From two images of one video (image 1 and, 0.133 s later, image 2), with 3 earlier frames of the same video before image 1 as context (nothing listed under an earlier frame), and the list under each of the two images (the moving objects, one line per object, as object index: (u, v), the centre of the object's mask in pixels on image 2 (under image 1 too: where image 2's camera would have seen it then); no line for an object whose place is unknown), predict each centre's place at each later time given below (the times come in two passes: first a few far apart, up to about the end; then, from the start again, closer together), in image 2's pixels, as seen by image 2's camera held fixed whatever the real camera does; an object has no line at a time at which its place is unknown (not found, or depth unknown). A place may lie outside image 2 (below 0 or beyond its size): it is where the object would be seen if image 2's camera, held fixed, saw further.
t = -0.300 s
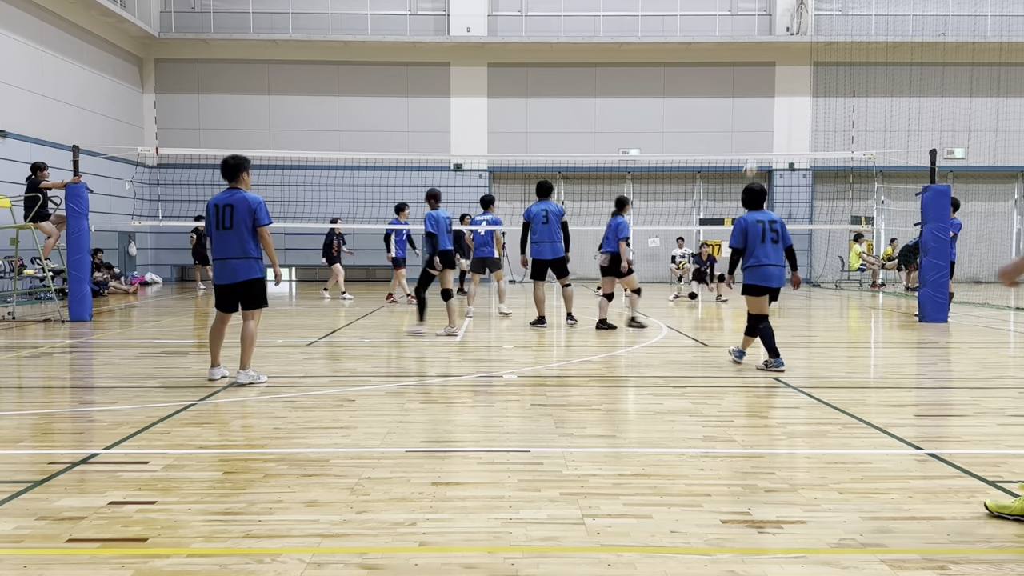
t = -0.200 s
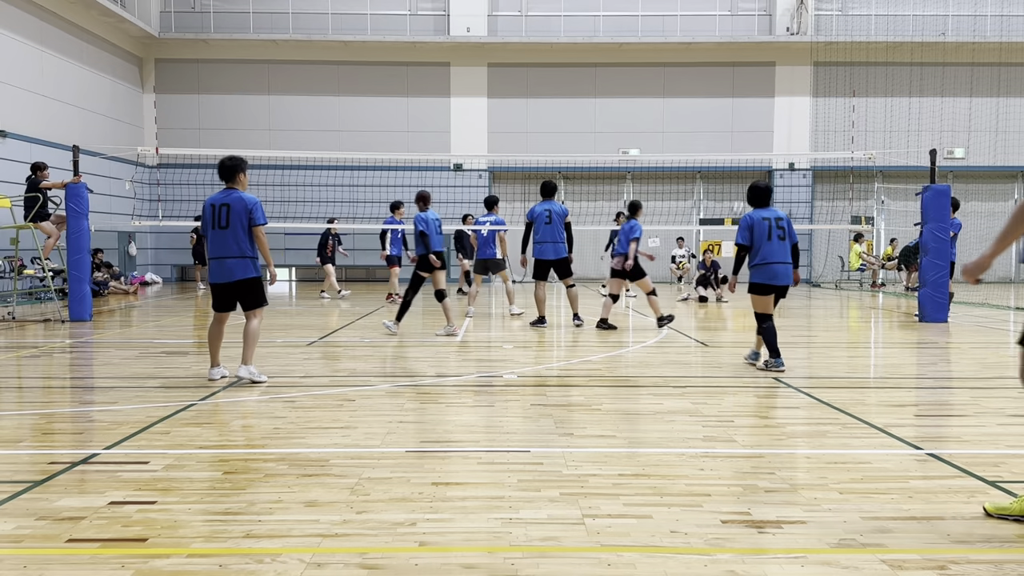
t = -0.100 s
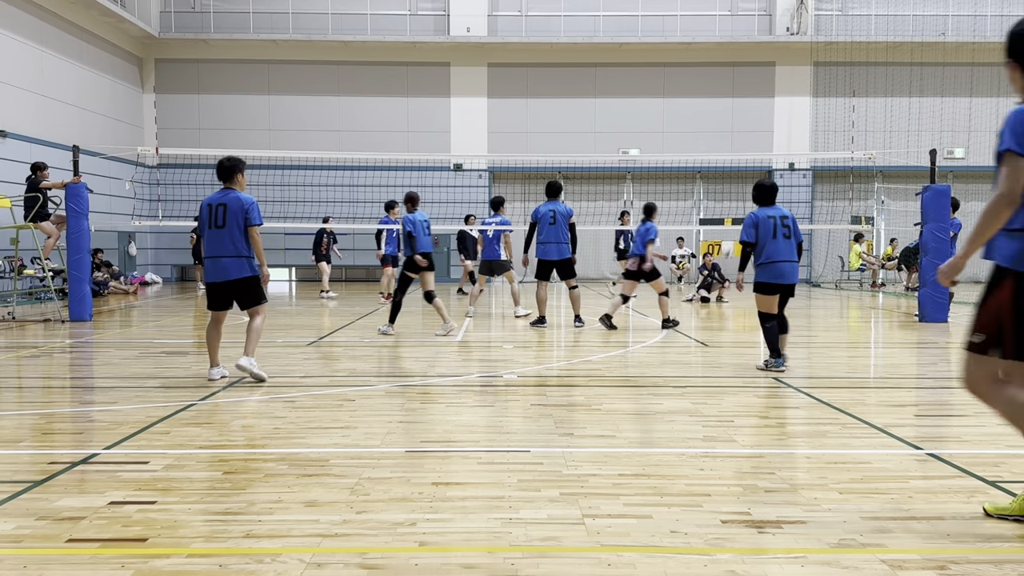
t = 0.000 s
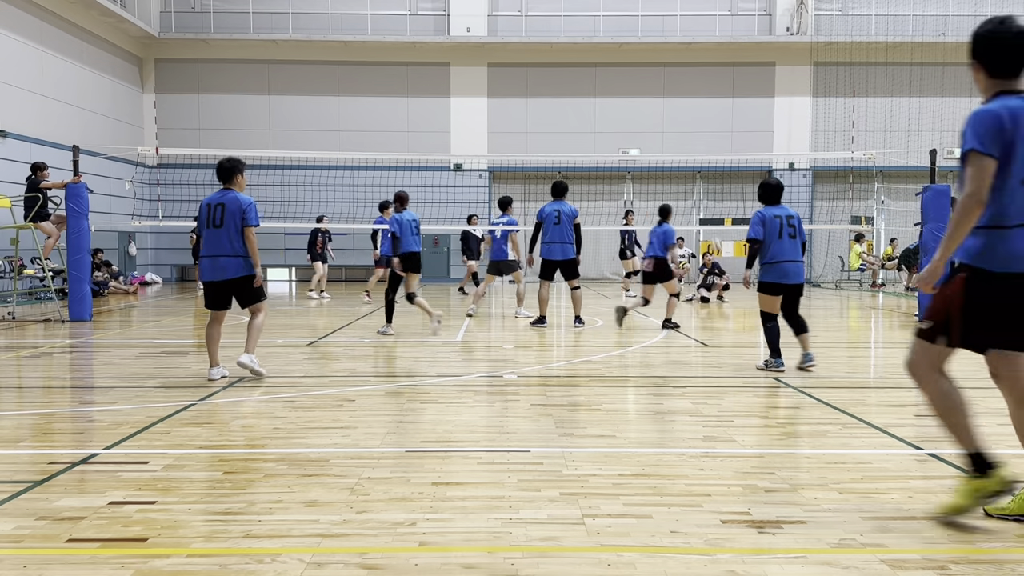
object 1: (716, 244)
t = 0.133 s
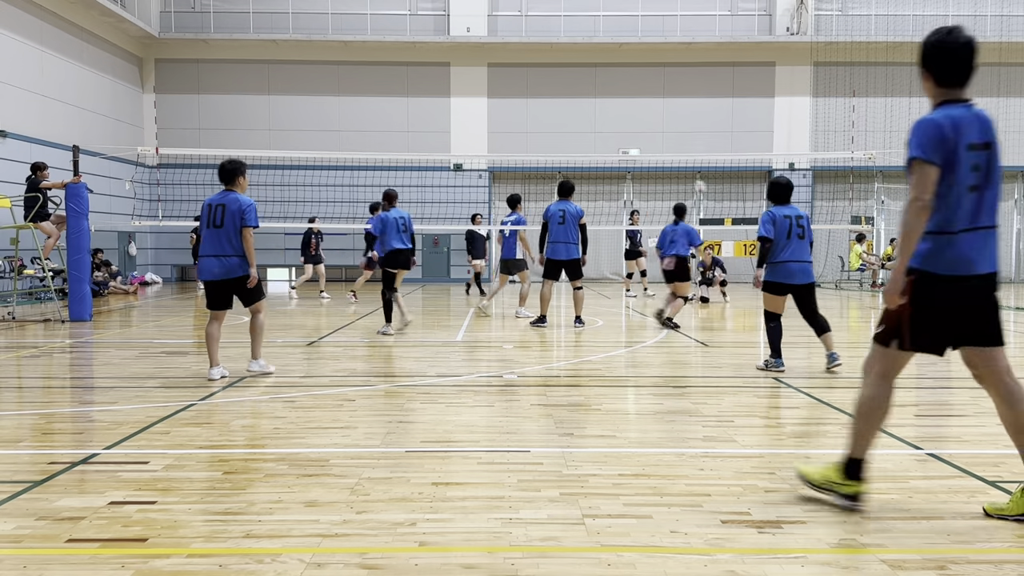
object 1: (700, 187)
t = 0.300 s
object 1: (679, 132)
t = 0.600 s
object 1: (639, 64)
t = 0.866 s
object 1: (600, 52)
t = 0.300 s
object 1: (679, 132)
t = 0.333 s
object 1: (675, 121)
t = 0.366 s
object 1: (670, 112)
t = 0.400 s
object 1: (666, 103)
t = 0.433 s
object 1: (661, 95)
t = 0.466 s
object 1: (657, 86)
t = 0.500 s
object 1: (653, 82)
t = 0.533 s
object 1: (648, 75)
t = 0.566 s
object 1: (644, 69)
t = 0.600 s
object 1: (639, 64)
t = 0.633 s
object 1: (634, 61)
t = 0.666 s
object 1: (631, 58)
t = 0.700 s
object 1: (625, 54)
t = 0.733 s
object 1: (620, 53)
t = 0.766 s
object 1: (615, 51)
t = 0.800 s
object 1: (610, 51)
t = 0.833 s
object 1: (605, 51)
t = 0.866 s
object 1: (600, 52)
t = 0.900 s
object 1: (595, 53)
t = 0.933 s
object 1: (591, 56)
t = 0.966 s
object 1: (585, 58)
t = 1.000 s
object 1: (580, 62)
